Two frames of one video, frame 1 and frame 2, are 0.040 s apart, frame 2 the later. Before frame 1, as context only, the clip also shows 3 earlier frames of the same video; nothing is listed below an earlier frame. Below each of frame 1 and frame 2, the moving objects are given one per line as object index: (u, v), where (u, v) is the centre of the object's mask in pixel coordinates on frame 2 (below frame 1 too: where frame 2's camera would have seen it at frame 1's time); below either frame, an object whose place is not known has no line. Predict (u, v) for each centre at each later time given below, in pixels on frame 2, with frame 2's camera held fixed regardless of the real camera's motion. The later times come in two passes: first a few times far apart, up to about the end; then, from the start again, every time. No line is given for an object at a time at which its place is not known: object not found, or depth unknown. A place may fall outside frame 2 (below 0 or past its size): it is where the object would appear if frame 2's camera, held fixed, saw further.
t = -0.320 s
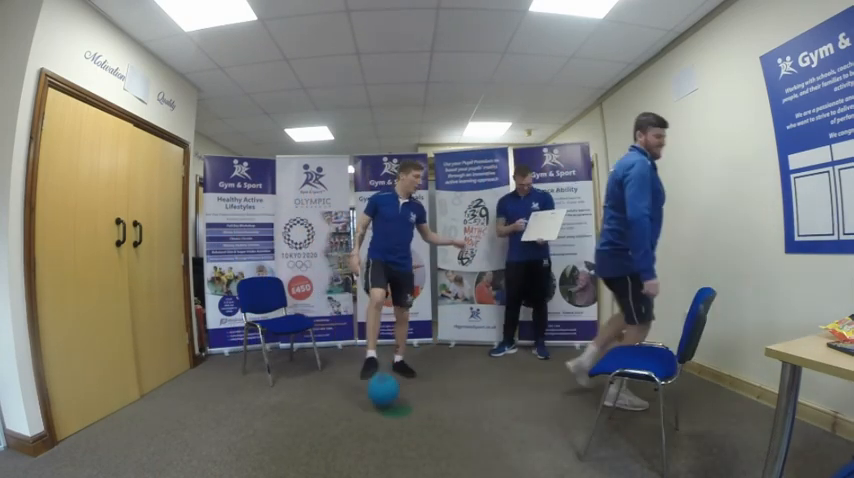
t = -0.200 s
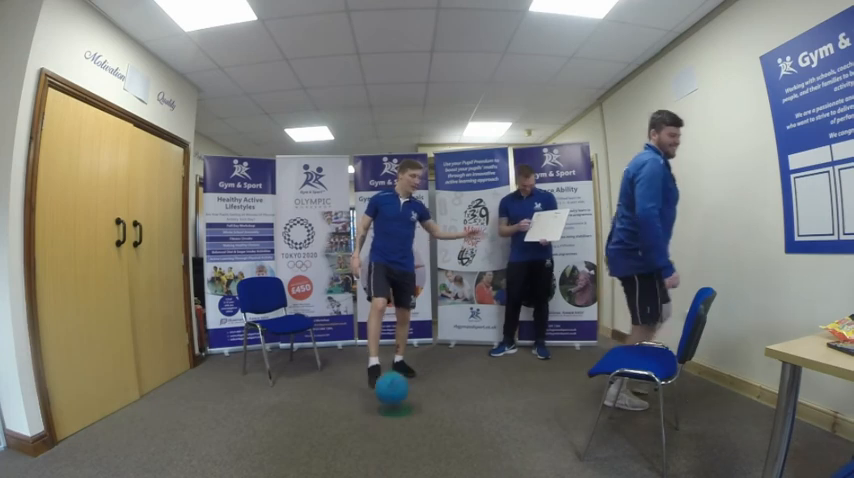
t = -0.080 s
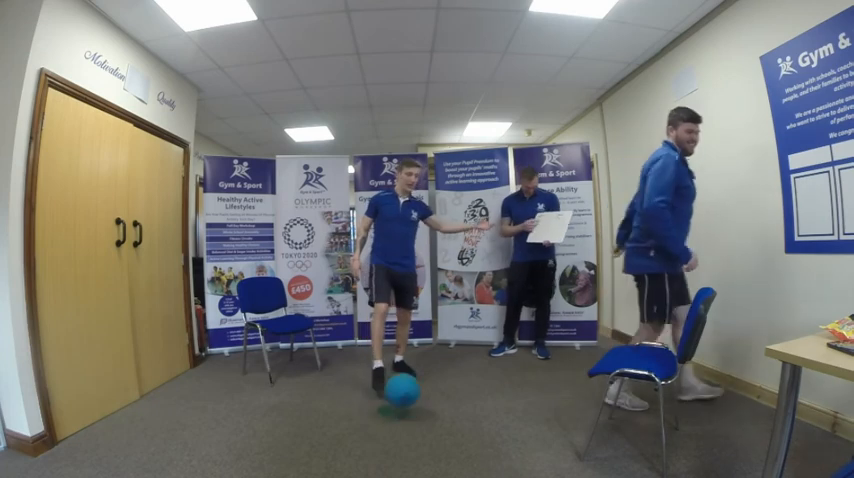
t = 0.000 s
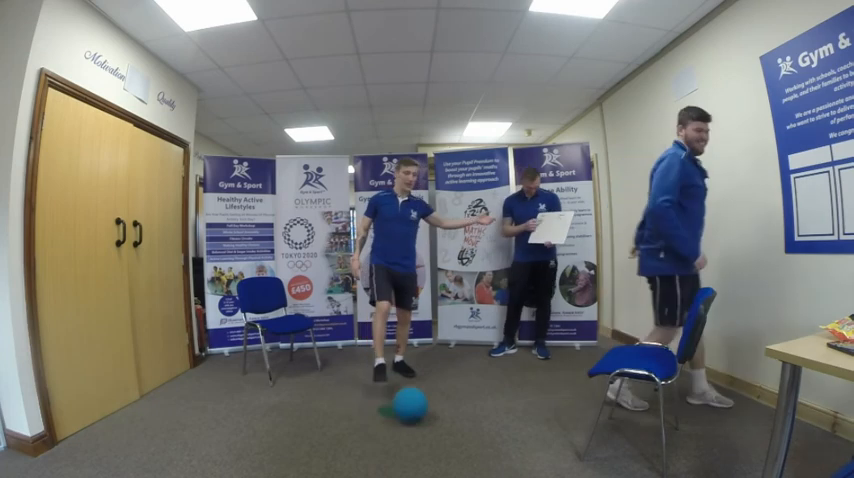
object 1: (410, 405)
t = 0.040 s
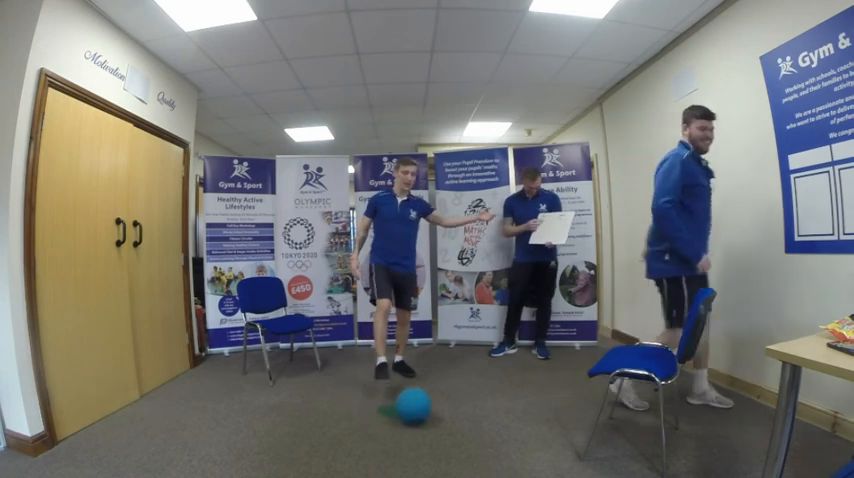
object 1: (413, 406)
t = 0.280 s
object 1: (432, 414)
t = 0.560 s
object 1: (460, 430)
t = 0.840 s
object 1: (489, 440)
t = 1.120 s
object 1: (527, 451)
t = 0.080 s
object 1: (416, 402)
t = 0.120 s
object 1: (420, 399)
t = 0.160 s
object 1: (423, 400)
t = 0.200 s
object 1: (425, 401)
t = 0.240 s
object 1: (428, 407)
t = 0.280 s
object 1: (432, 414)
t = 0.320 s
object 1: (436, 418)
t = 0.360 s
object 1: (439, 414)
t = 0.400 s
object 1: (444, 412)
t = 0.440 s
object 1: (447, 413)
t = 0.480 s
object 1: (452, 417)
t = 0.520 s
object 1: (455, 424)
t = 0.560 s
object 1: (460, 430)
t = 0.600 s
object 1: (464, 427)
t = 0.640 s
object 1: (468, 425)
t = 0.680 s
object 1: (470, 425)
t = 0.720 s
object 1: (474, 428)
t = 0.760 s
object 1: (479, 433)
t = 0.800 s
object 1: (484, 442)
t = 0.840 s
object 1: (489, 440)
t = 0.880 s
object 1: (494, 437)
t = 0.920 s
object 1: (499, 439)
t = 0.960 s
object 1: (505, 443)
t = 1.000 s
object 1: (510, 451)
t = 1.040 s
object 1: (515, 452)
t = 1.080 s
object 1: (521, 450)
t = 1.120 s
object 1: (527, 451)
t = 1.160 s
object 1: (532, 454)
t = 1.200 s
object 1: (535, 456)
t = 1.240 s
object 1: (541, 460)
